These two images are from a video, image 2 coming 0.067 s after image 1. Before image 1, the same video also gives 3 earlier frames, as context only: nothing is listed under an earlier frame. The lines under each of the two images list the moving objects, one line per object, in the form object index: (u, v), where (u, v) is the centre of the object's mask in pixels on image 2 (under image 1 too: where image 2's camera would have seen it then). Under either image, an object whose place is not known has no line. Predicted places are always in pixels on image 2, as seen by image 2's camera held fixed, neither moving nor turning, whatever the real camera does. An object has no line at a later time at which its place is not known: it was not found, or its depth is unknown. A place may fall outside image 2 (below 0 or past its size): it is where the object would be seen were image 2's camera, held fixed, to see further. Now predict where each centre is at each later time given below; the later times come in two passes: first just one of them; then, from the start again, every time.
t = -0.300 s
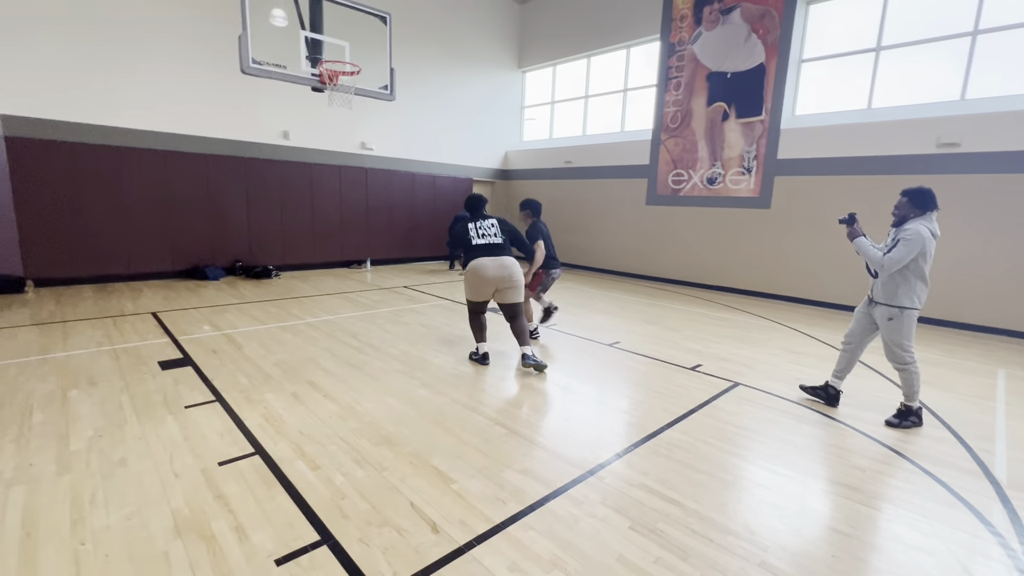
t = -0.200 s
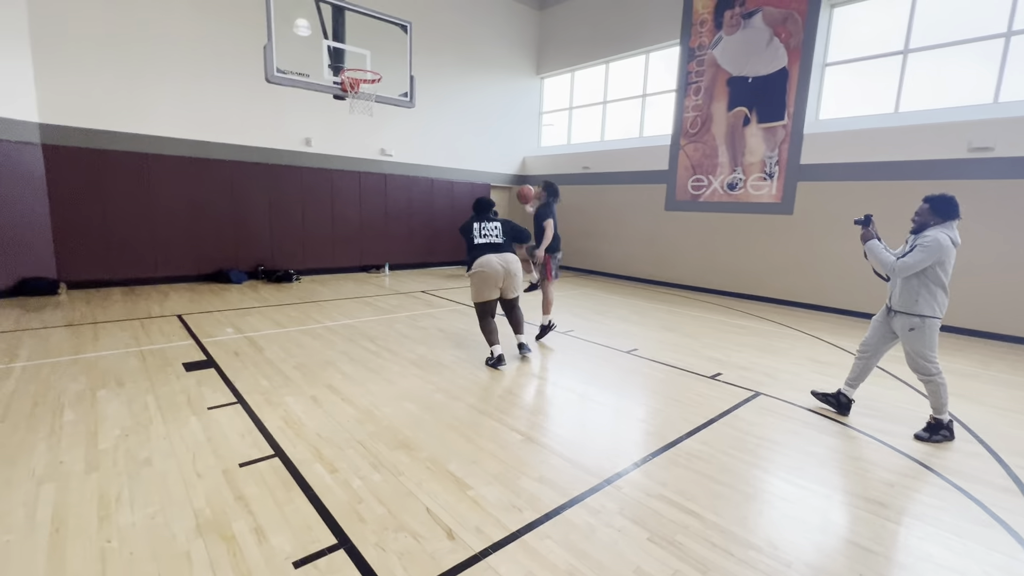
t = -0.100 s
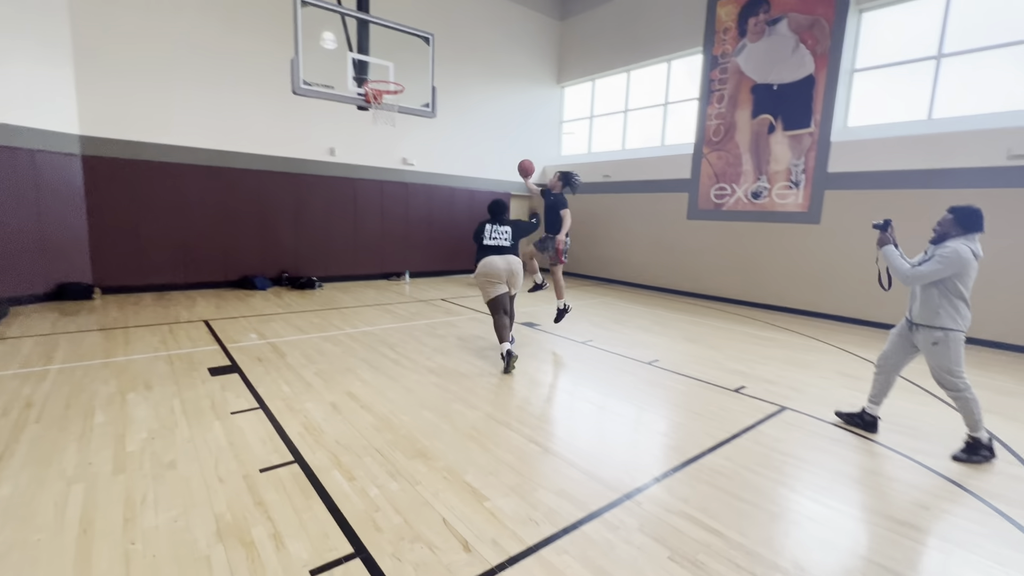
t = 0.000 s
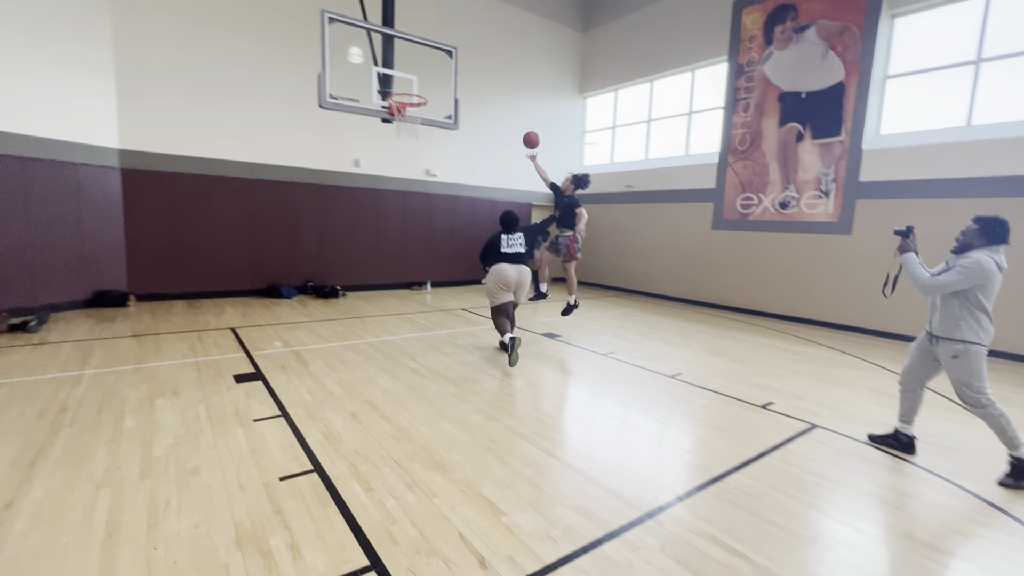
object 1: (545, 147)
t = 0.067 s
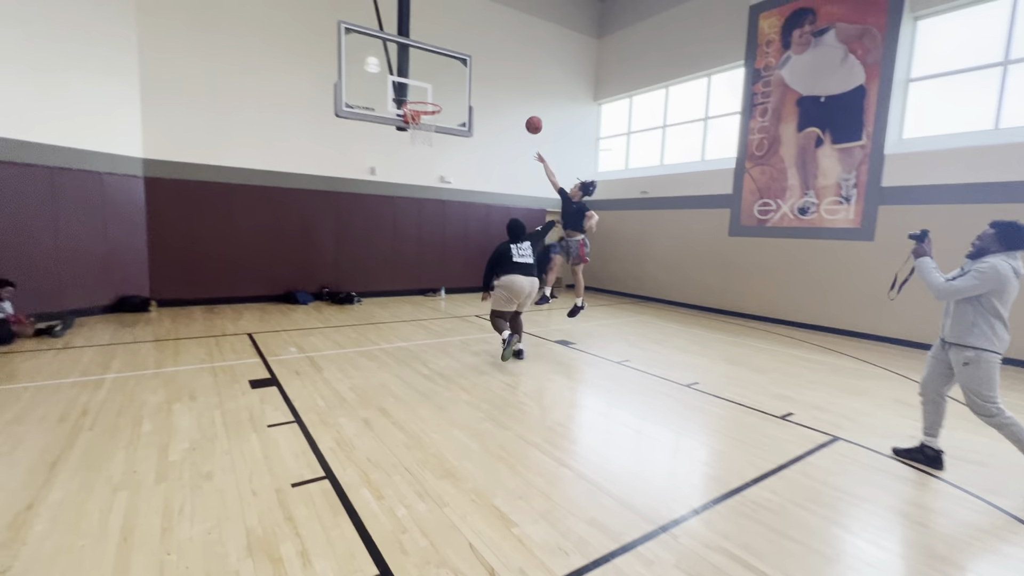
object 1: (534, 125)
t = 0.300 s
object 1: (494, 76)
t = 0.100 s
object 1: (528, 115)
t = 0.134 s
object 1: (522, 107)
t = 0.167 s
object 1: (517, 99)
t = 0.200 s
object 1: (511, 92)
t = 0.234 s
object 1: (505, 86)
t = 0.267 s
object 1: (499, 81)
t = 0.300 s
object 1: (494, 76)
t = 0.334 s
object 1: (488, 73)
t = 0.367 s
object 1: (482, 70)
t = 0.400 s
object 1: (476, 68)
